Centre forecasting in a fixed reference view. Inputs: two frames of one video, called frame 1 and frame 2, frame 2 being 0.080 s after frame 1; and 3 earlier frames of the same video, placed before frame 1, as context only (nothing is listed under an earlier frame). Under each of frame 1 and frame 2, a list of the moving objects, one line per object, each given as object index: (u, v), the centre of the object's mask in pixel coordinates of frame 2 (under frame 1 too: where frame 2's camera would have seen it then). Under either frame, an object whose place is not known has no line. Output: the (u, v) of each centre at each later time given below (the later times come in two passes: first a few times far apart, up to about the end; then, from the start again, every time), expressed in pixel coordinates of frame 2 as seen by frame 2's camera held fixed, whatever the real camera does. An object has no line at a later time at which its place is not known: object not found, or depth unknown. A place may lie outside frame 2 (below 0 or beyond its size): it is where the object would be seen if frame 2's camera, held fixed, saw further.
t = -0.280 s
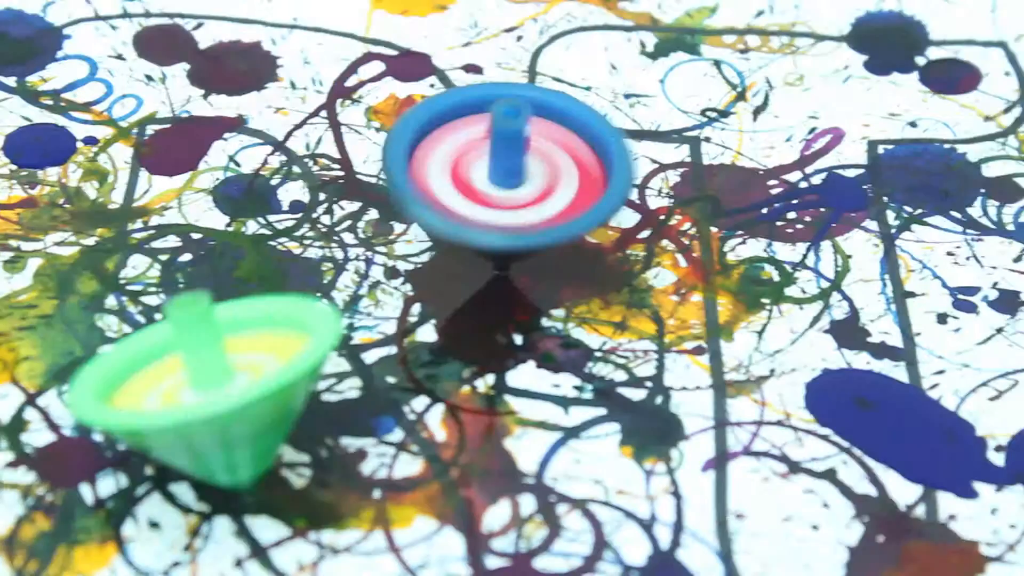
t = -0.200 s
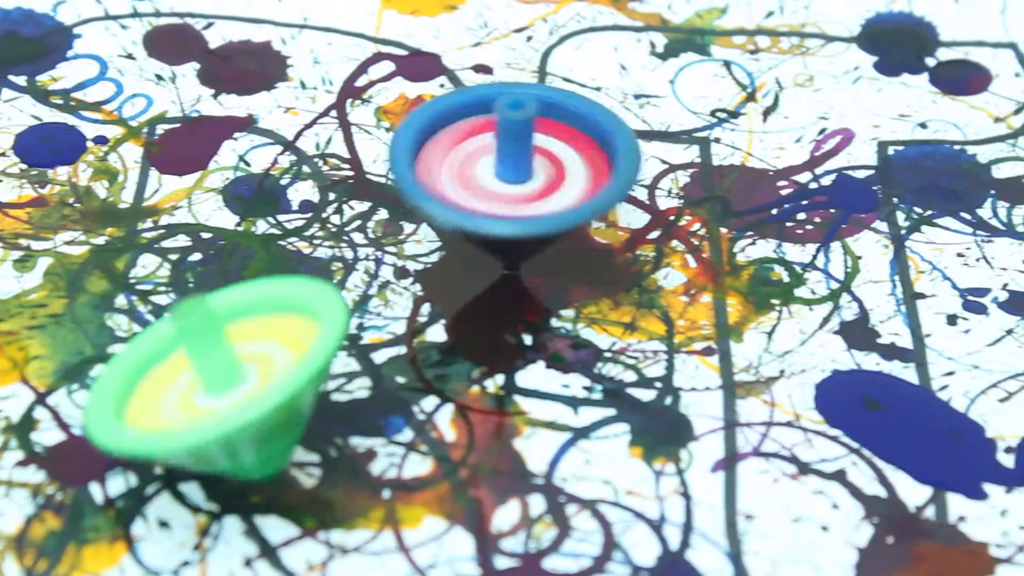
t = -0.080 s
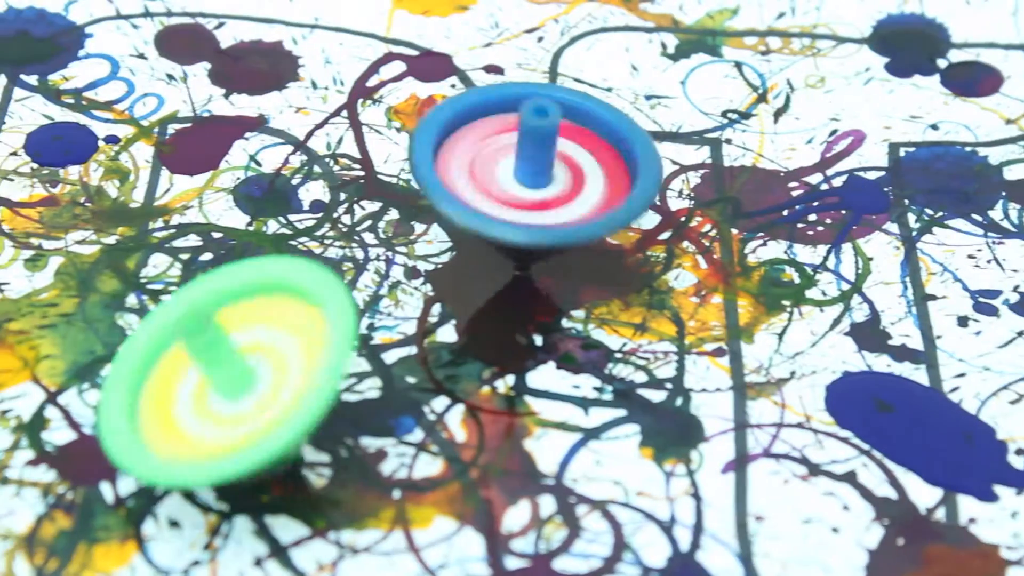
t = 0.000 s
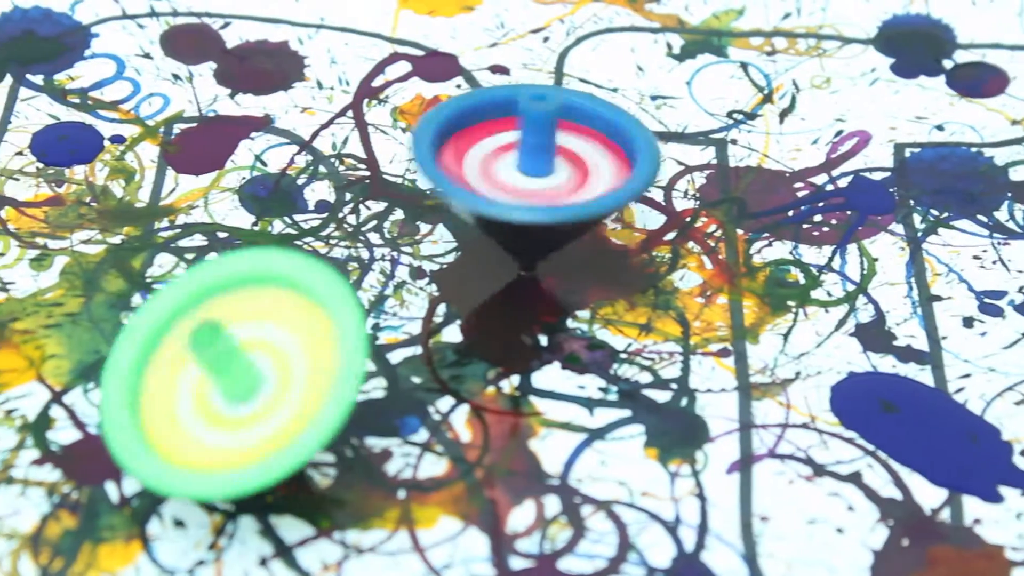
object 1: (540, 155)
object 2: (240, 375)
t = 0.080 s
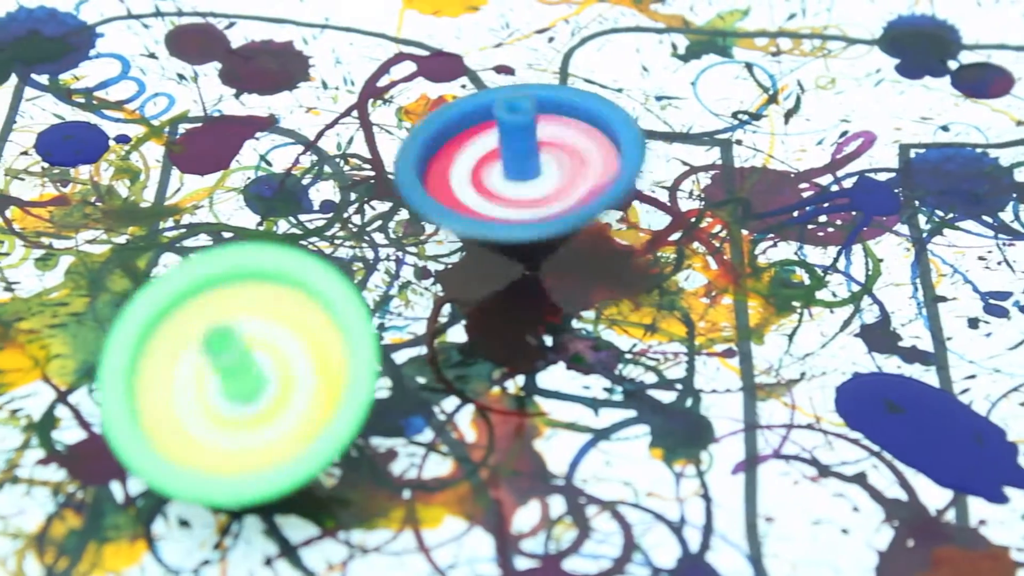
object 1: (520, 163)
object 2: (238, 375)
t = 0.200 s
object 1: (543, 169)
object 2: (227, 373)
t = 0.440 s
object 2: (216, 363)
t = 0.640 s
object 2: (203, 374)
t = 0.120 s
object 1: (521, 169)
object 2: (235, 375)
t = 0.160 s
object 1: (537, 174)
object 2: (231, 373)
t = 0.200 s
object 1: (543, 169)
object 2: (227, 373)
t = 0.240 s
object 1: (544, 157)
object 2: (222, 370)
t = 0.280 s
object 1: (535, 157)
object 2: (222, 372)
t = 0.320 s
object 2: (221, 366)
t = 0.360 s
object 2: (221, 365)
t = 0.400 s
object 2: (217, 362)
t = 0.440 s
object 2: (216, 363)
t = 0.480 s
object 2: (211, 365)
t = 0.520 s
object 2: (207, 368)
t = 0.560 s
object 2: (205, 370)
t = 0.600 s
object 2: (203, 372)
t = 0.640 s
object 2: (203, 374)
